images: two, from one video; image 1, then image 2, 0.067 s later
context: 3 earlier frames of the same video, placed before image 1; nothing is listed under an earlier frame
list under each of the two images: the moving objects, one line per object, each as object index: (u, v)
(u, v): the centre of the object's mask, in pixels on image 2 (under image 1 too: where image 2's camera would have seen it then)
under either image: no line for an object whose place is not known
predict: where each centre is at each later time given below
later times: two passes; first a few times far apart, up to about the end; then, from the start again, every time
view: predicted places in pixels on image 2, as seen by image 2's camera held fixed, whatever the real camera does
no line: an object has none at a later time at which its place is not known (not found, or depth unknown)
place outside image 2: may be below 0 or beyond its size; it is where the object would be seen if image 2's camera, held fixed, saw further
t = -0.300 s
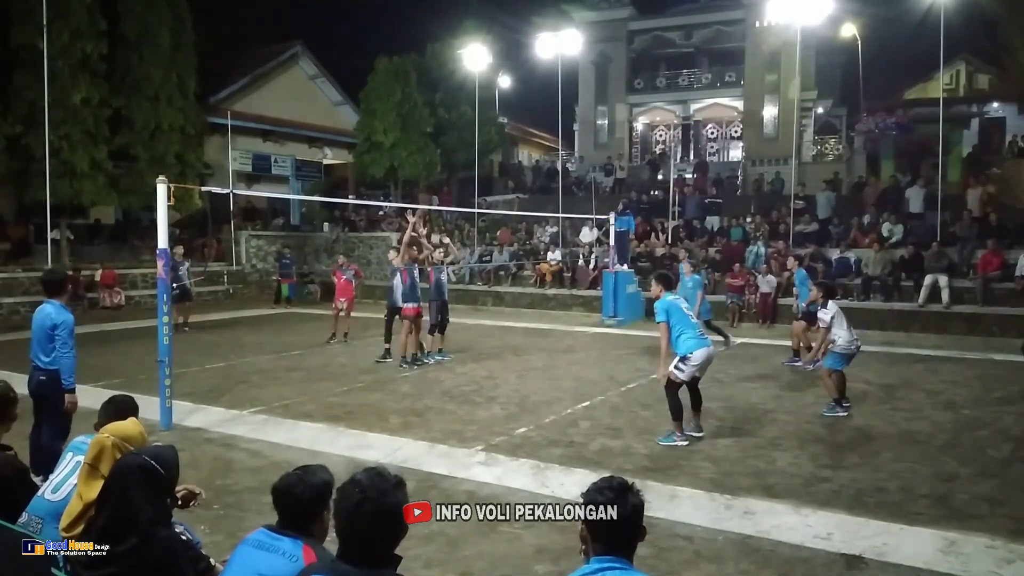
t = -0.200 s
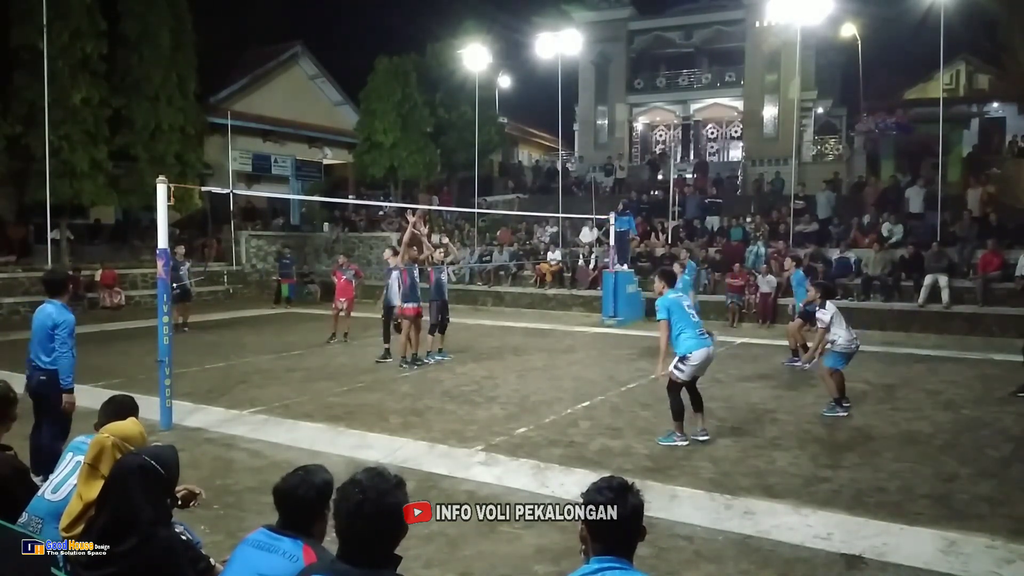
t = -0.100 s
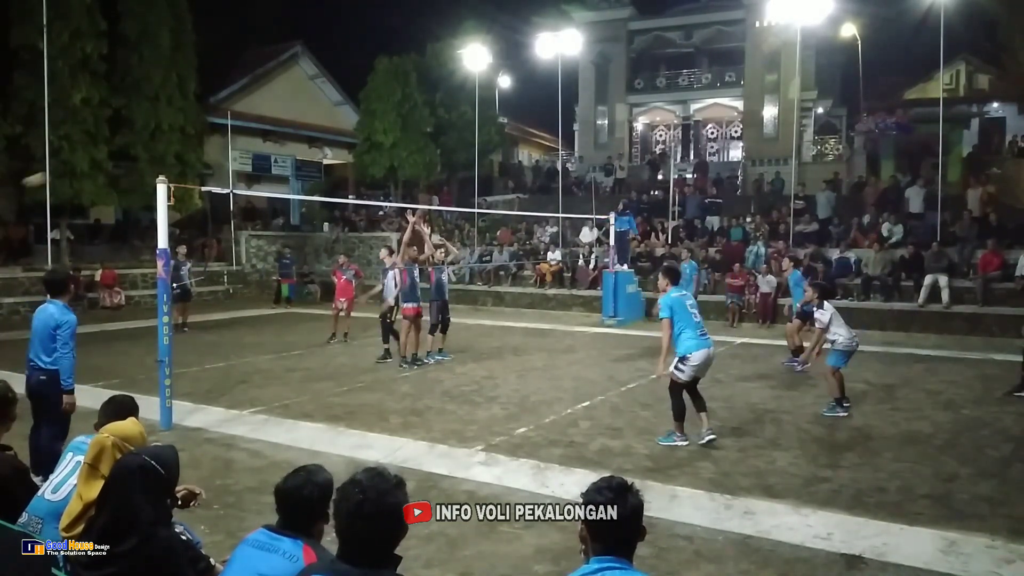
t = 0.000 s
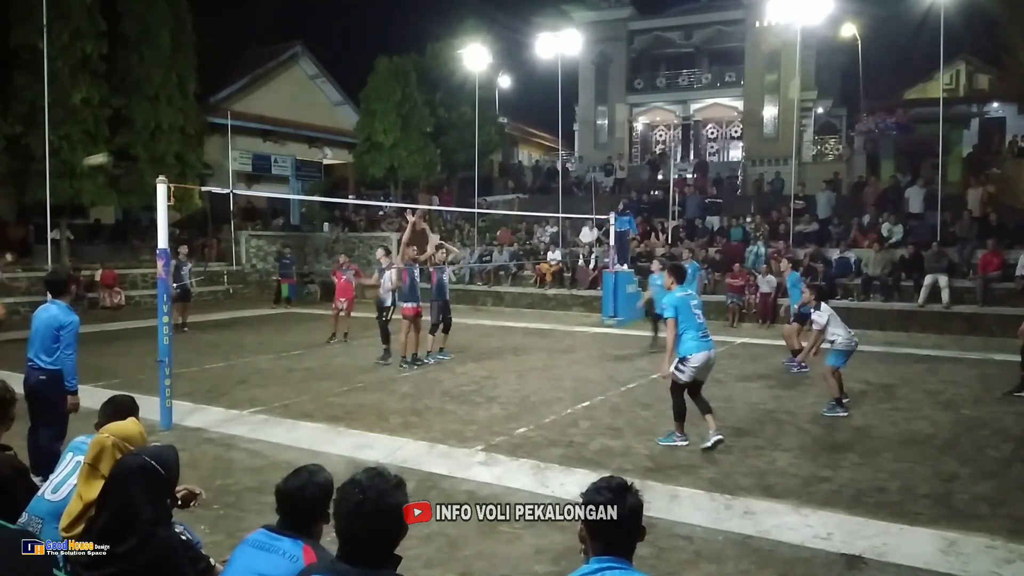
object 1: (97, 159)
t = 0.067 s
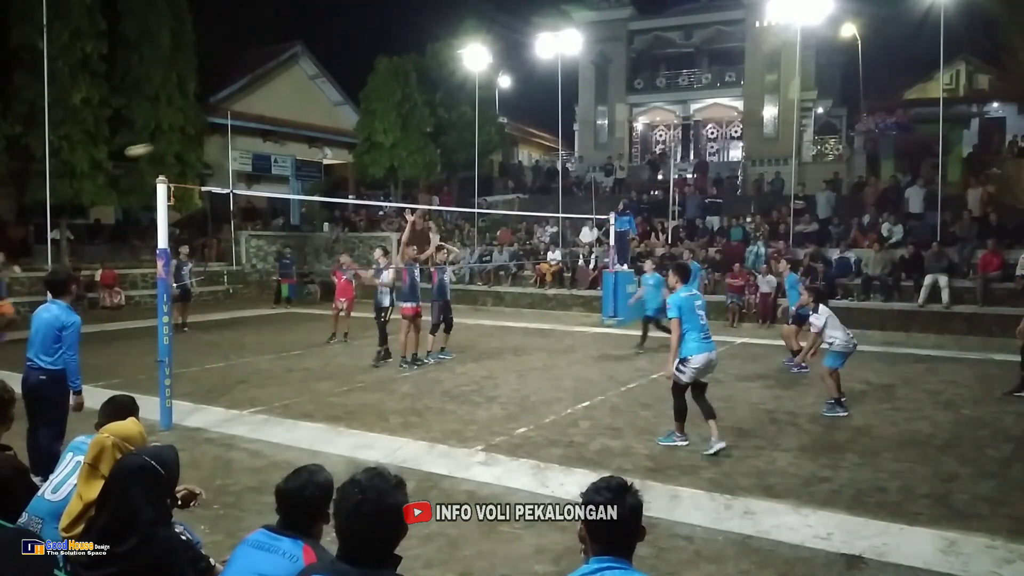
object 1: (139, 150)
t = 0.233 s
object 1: (243, 136)
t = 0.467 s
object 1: (383, 142)
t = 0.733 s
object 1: (530, 186)
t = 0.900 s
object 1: (618, 228)
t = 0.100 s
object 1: (159, 146)
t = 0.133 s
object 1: (181, 143)
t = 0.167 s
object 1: (200, 140)
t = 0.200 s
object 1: (220, 138)
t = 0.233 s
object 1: (243, 136)
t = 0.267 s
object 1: (264, 135)
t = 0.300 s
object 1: (283, 135)
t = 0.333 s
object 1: (303, 136)
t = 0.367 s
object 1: (324, 137)
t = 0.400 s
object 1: (344, 138)
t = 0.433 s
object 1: (365, 139)
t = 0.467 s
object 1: (383, 142)
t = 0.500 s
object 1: (403, 146)
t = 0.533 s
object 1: (421, 150)
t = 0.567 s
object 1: (440, 155)
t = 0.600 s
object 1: (458, 160)
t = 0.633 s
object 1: (477, 165)
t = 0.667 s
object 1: (494, 172)
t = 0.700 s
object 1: (513, 179)
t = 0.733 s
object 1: (530, 186)
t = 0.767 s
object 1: (547, 193)
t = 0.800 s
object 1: (566, 201)
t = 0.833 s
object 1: (582, 209)
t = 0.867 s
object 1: (599, 218)
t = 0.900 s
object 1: (618, 228)
